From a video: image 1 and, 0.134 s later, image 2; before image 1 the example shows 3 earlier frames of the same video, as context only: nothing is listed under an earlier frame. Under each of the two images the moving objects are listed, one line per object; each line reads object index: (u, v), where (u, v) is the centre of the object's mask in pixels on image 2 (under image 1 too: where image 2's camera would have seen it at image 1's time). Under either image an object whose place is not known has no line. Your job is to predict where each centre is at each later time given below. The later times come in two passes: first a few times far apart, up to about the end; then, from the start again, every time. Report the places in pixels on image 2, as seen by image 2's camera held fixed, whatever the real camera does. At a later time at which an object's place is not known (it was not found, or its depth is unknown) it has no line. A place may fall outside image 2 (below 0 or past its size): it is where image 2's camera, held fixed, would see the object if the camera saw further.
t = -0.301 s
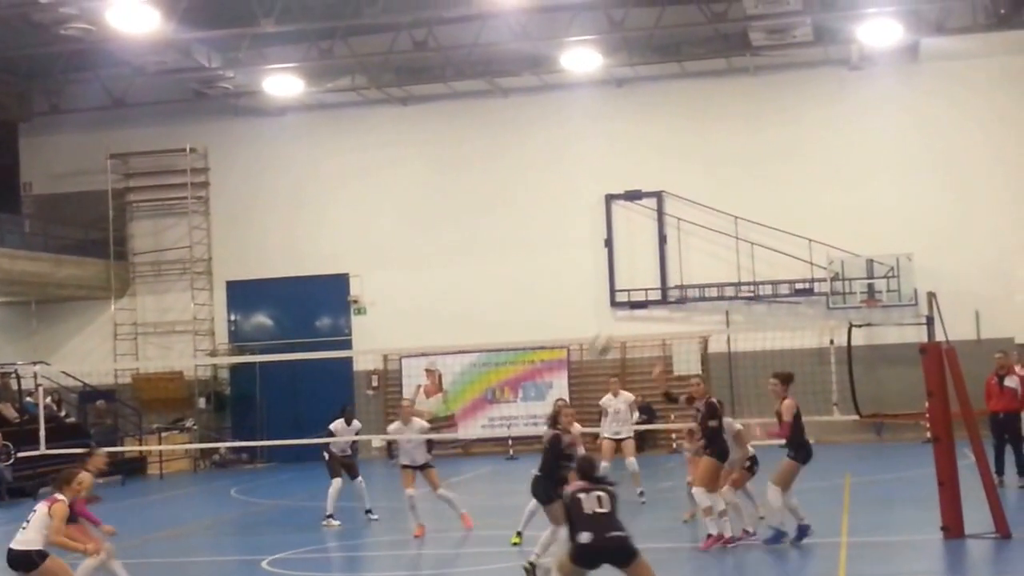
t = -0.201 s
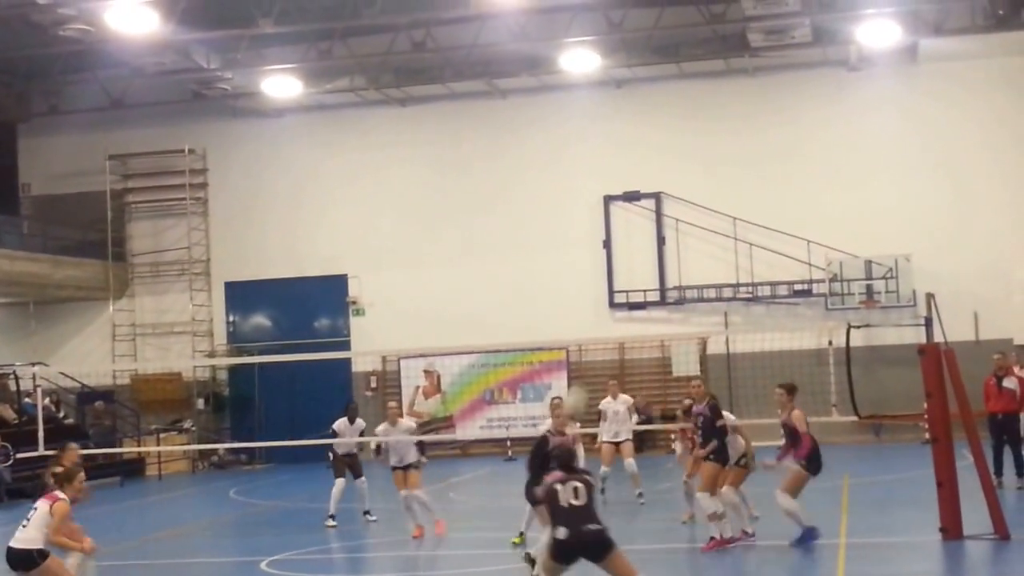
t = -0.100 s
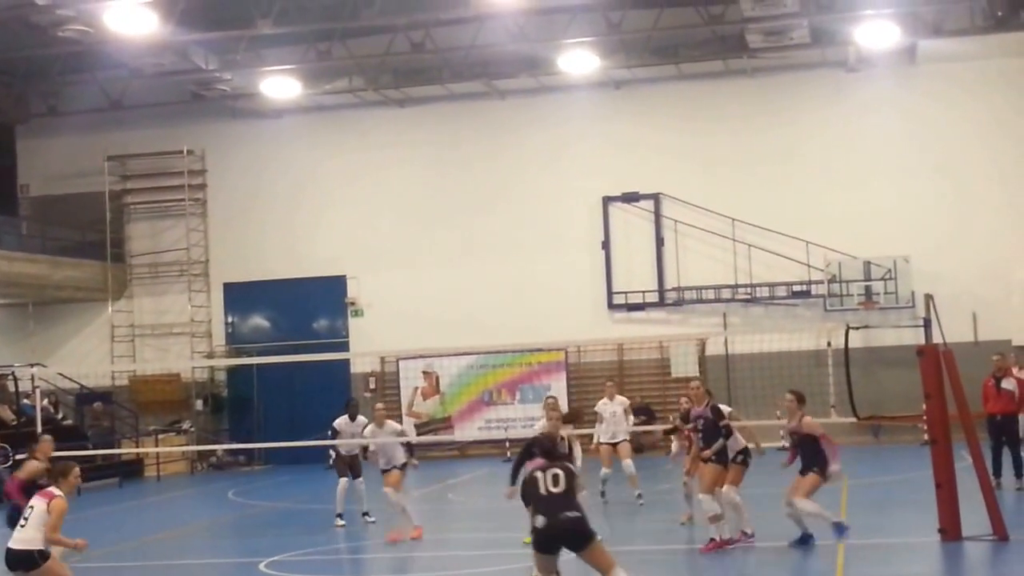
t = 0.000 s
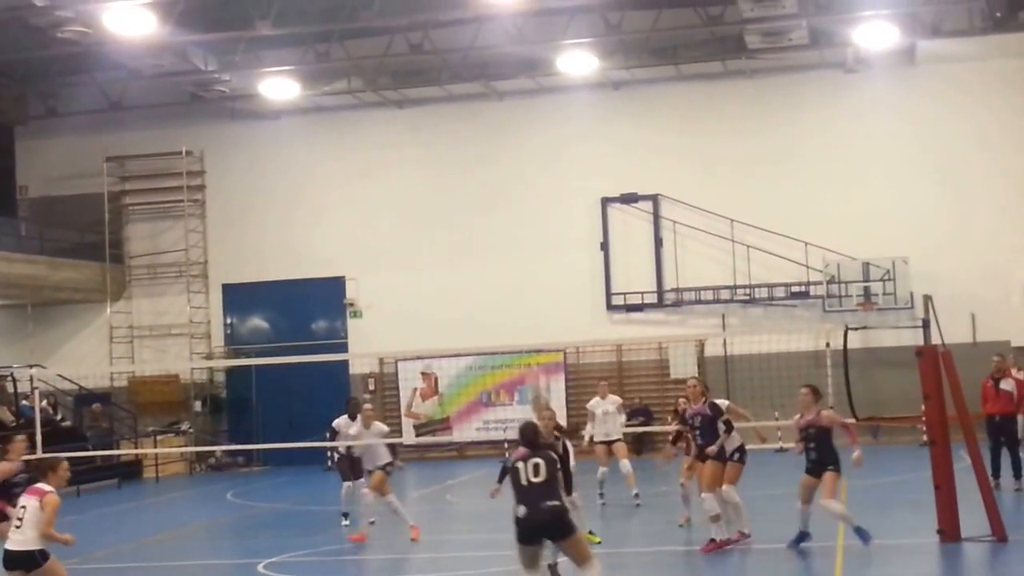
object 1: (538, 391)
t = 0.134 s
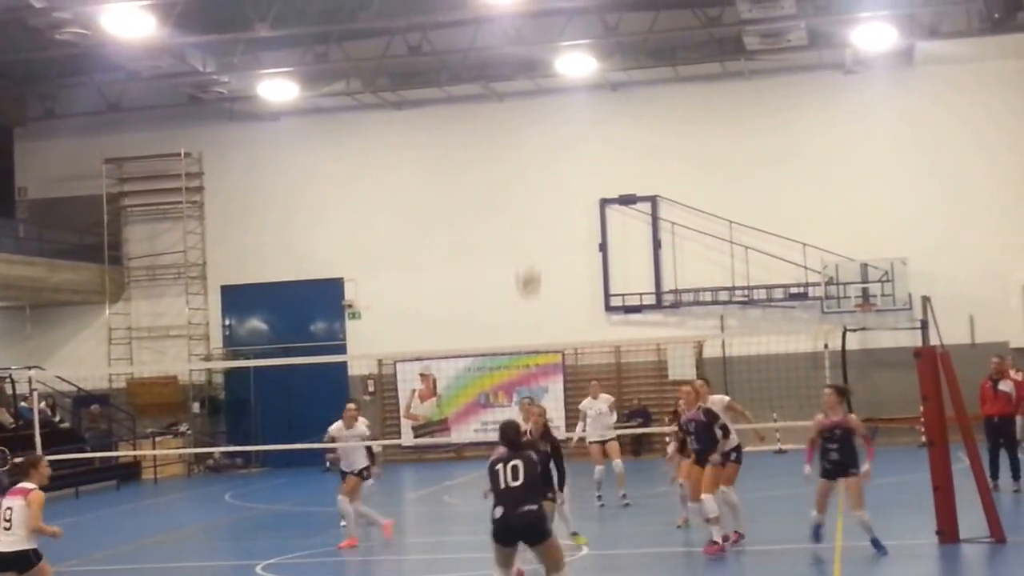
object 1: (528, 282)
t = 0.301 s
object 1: (519, 180)
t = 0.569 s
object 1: (508, 94)
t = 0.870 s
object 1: (501, 96)
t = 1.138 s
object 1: (498, 179)
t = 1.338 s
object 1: (500, 280)
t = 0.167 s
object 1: (526, 259)
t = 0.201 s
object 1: (524, 237)
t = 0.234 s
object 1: (522, 217)
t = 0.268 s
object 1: (521, 198)
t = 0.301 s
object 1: (519, 180)
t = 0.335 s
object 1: (518, 164)
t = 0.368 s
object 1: (516, 151)
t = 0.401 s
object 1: (514, 137)
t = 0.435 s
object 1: (512, 125)
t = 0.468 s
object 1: (511, 115)
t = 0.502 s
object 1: (509, 106)
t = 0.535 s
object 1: (508, 99)
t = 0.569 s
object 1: (508, 94)
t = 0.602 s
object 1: (506, 90)
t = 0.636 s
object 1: (505, 87)
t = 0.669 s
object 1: (505, 86)
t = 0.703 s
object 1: (504, 85)
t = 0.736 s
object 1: (504, 84)
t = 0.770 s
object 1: (503, 86)
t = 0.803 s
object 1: (503, 88)
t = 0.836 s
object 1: (503, 91)
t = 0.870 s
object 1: (501, 96)
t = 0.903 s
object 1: (500, 103)
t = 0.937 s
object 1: (500, 109)
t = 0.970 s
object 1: (499, 118)
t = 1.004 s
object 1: (499, 129)
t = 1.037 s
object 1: (500, 139)
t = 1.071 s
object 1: (500, 152)
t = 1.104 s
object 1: (499, 165)
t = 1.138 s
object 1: (498, 179)
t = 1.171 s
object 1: (499, 194)
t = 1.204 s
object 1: (499, 209)
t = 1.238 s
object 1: (499, 226)
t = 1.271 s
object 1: (499, 243)
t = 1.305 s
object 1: (500, 261)
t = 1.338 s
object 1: (500, 280)
